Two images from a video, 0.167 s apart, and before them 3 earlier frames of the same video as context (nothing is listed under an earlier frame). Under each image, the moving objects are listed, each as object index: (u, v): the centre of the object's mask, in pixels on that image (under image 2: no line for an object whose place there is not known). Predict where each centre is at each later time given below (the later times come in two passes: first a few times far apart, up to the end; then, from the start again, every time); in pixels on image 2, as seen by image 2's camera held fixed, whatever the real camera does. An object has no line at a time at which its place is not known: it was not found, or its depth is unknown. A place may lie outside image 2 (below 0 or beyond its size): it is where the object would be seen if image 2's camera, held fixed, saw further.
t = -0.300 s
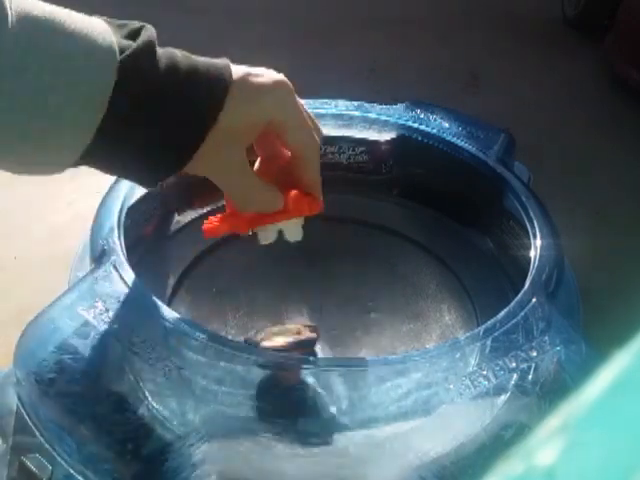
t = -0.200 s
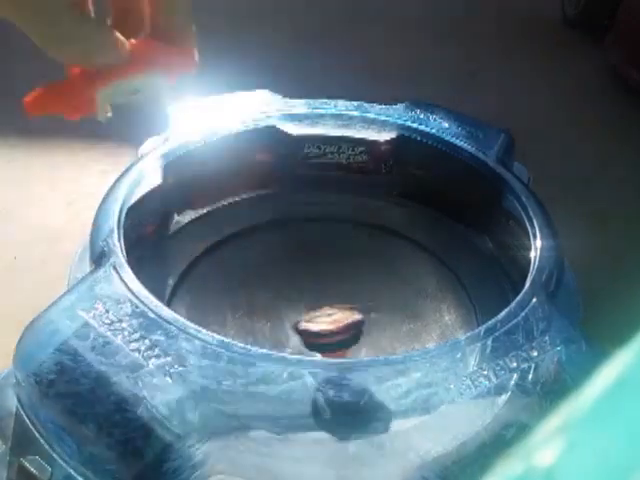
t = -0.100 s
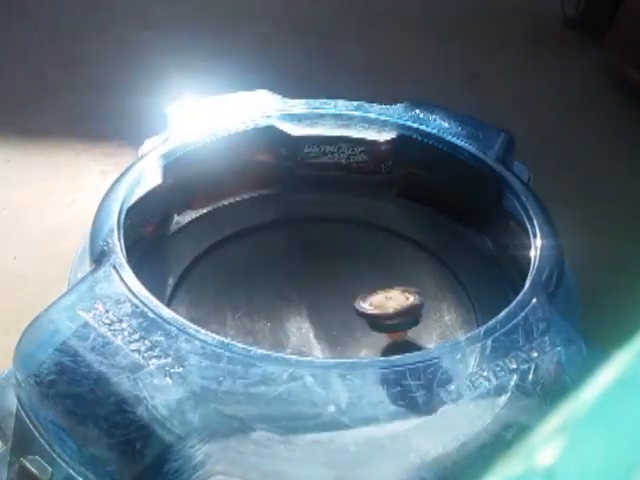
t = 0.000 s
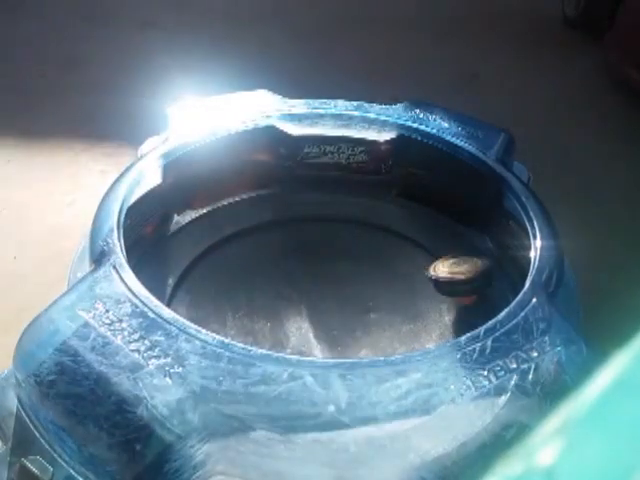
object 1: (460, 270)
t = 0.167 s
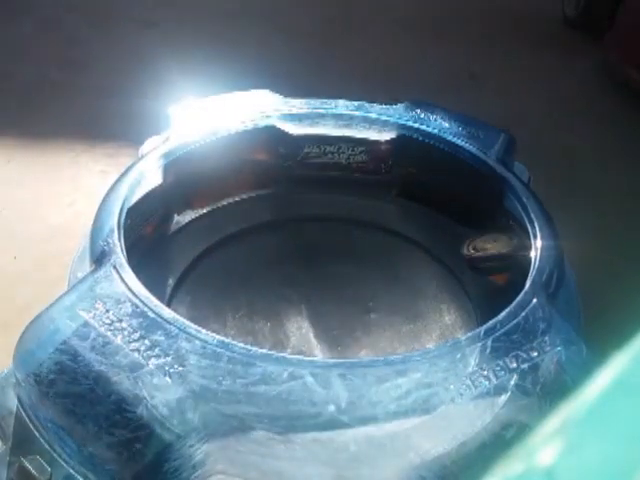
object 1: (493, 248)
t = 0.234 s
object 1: (478, 260)
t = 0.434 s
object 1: (430, 281)
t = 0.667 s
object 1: (362, 277)
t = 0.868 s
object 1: (334, 238)
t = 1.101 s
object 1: (350, 204)
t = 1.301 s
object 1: (355, 236)
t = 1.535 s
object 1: (303, 246)
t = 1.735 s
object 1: (280, 226)
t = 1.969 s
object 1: (279, 244)
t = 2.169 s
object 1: (265, 290)
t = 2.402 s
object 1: (209, 300)
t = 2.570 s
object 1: (236, 295)
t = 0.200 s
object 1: (483, 257)
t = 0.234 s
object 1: (478, 260)
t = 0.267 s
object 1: (472, 265)
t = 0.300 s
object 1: (466, 268)
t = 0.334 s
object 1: (458, 273)
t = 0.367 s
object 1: (448, 276)
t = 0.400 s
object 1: (438, 280)
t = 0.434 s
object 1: (430, 281)
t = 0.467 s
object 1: (421, 284)
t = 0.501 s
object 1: (410, 285)
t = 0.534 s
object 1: (400, 285)
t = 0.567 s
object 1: (390, 284)
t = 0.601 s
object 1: (379, 282)
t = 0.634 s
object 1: (372, 280)
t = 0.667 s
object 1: (362, 277)
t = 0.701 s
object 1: (355, 272)
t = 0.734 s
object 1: (349, 265)
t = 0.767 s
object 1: (342, 260)
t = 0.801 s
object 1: (339, 254)
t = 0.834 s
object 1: (337, 245)
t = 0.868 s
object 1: (334, 238)
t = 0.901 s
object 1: (334, 231)
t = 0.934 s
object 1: (335, 224)
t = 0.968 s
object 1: (337, 218)
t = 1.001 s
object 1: (340, 211)
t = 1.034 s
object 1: (341, 207)
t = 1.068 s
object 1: (347, 201)
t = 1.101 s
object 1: (350, 204)
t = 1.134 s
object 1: (351, 210)
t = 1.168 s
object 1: (355, 215)
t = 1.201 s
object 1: (357, 220)
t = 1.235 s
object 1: (357, 226)
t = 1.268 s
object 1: (358, 231)
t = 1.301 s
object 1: (355, 236)
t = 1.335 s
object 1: (351, 241)
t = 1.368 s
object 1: (347, 244)
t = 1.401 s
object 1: (340, 246)
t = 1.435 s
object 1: (332, 248)
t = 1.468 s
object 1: (324, 247)
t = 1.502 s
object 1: (314, 247)
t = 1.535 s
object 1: (303, 246)
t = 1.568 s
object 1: (295, 244)
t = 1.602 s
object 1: (289, 238)
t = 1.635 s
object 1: (284, 236)
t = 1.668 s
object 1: (279, 231)
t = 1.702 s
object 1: (279, 229)
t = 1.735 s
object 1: (280, 226)
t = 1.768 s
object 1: (276, 223)
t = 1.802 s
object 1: (275, 223)
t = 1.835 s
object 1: (275, 224)
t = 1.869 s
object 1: (275, 227)
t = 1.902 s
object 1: (275, 230)
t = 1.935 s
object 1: (277, 236)
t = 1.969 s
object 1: (279, 244)
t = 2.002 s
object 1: (281, 252)
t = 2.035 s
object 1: (283, 259)
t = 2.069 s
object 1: (279, 267)
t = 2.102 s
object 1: (275, 275)
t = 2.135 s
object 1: (272, 283)
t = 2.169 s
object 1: (265, 290)
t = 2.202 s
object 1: (258, 297)
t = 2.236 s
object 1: (248, 301)
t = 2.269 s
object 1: (239, 305)
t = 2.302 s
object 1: (229, 307)
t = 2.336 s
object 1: (222, 306)
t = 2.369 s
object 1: (214, 304)
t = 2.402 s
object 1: (209, 300)
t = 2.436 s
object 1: (207, 299)
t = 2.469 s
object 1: (208, 296)
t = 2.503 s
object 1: (215, 293)
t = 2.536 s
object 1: (225, 294)
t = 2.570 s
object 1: (236, 295)
